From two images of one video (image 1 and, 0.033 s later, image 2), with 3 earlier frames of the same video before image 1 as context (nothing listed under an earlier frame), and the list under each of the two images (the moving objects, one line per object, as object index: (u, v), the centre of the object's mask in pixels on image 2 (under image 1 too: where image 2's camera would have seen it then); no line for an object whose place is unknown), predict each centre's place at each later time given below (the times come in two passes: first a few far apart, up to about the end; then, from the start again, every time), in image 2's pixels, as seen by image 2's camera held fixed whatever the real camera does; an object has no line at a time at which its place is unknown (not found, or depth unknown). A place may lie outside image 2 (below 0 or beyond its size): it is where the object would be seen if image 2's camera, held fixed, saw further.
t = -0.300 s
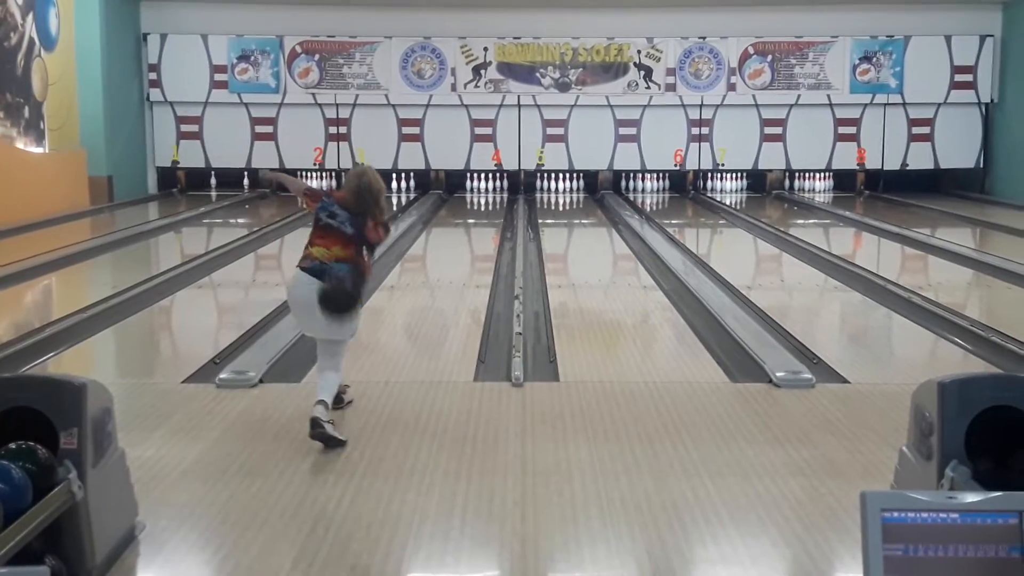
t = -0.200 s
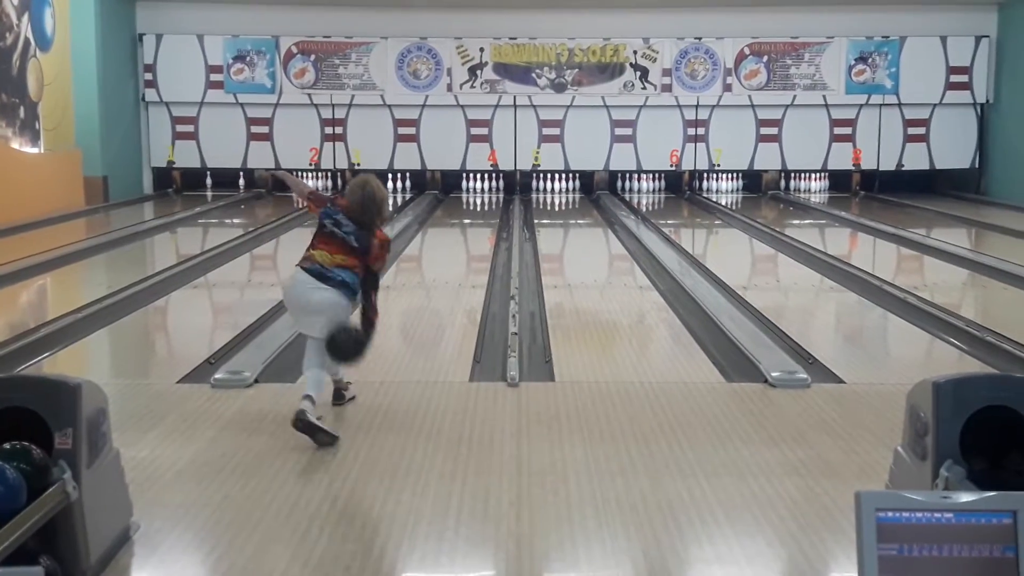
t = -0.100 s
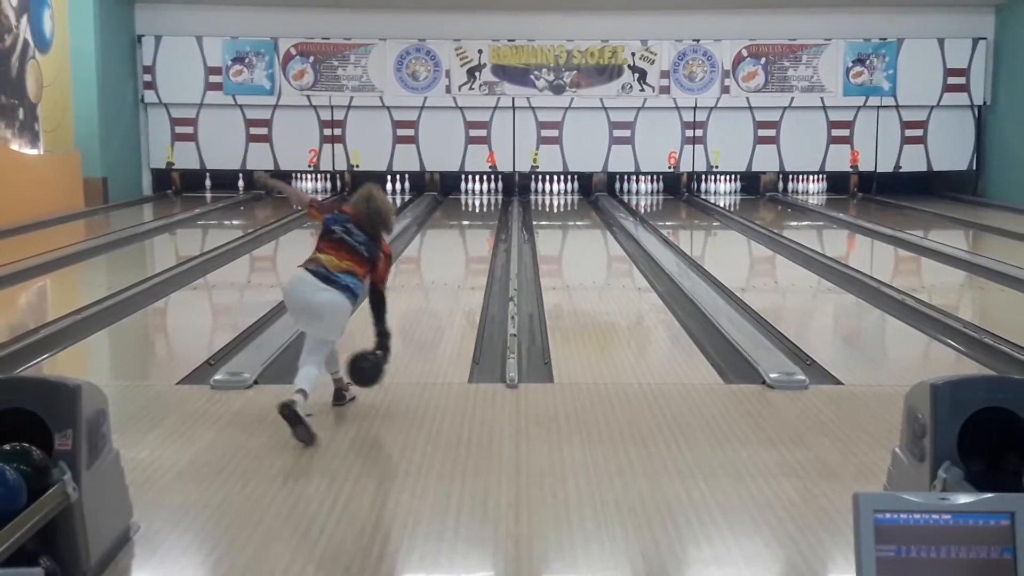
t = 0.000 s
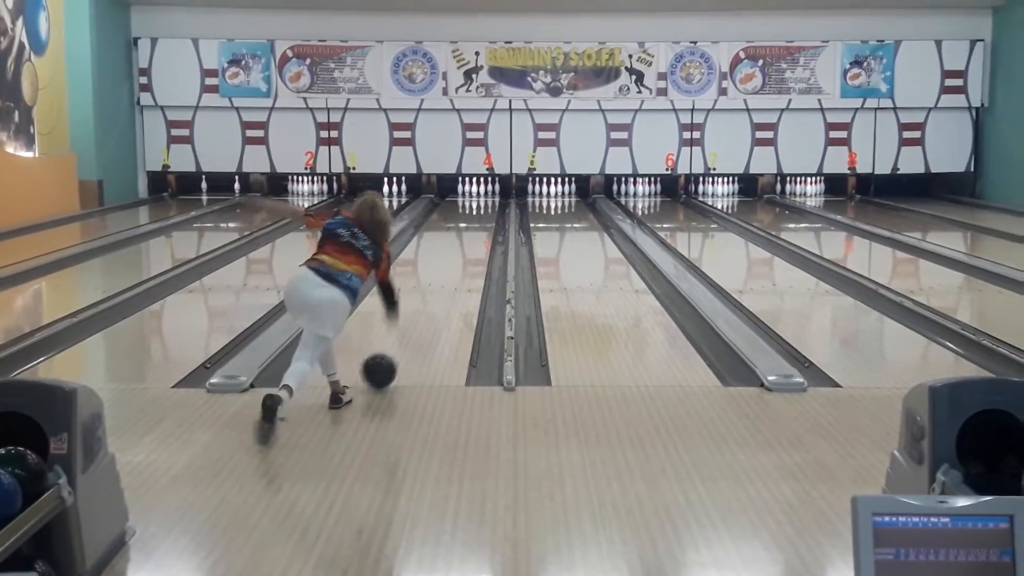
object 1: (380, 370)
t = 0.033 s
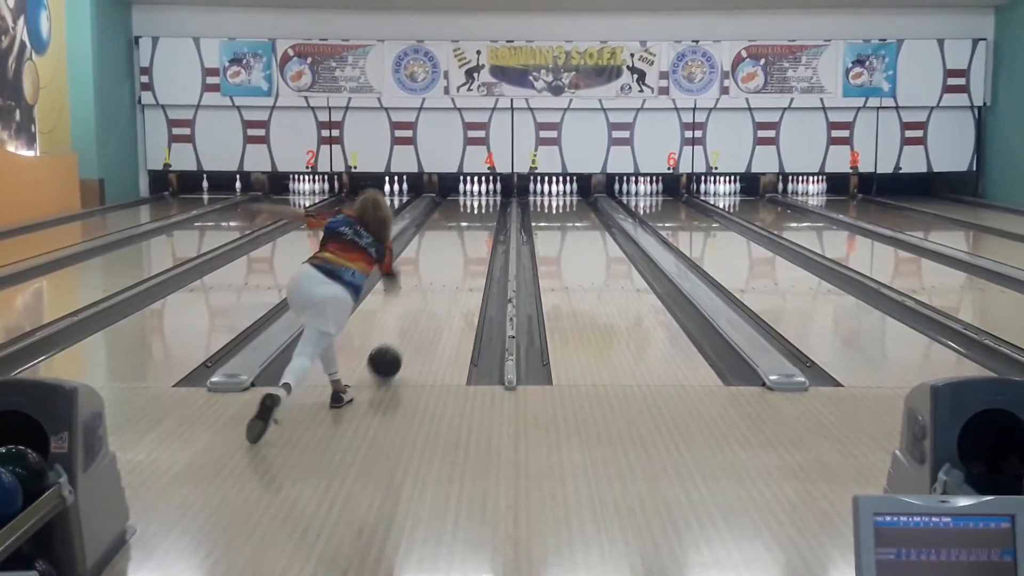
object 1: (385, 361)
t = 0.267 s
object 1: (411, 327)
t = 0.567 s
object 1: (435, 293)
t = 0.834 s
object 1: (449, 270)
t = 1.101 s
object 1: (460, 253)
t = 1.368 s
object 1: (468, 240)
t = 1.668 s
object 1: (476, 227)
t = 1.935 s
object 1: (480, 219)
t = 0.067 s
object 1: (389, 354)
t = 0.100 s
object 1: (393, 350)
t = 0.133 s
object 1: (397, 347)
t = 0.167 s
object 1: (400, 341)
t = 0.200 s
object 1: (404, 337)
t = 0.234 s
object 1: (407, 332)
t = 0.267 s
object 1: (411, 327)
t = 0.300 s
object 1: (414, 322)
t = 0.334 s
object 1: (417, 318)
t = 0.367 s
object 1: (420, 314)
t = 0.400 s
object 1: (422, 310)
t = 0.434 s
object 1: (425, 307)
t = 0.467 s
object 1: (427, 303)
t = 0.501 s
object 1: (430, 299)
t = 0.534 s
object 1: (432, 296)
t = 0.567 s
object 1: (435, 293)
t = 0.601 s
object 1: (437, 289)
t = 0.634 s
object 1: (439, 287)
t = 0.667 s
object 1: (440, 284)
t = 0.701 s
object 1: (442, 281)
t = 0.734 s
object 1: (444, 278)
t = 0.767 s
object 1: (446, 276)
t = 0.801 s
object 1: (448, 273)
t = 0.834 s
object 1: (449, 270)
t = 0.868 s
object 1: (451, 268)
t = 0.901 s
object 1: (452, 266)
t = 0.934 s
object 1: (454, 263)
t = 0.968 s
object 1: (455, 261)
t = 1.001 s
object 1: (456, 259)
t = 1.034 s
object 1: (458, 257)
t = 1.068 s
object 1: (459, 255)
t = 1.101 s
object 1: (460, 253)
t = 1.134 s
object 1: (461, 251)
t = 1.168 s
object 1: (462, 250)
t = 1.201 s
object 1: (463, 248)
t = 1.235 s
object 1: (464, 246)
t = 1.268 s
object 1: (466, 244)
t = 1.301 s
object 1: (467, 243)
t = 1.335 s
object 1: (468, 241)
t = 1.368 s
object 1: (468, 240)
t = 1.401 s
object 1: (469, 238)
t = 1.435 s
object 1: (470, 237)
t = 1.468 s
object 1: (471, 235)
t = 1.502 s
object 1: (472, 234)
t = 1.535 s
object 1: (473, 232)
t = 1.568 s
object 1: (474, 231)
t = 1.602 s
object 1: (474, 230)
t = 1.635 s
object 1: (475, 229)
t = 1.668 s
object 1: (476, 227)
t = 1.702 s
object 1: (477, 226)
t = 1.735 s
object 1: (477, 225)
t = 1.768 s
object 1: (478, 224)
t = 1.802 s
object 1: (478, 223)
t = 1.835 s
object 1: (479, 222)
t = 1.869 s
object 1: (479, 221)
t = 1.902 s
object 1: (480, 220)
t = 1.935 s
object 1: (480, 219)
